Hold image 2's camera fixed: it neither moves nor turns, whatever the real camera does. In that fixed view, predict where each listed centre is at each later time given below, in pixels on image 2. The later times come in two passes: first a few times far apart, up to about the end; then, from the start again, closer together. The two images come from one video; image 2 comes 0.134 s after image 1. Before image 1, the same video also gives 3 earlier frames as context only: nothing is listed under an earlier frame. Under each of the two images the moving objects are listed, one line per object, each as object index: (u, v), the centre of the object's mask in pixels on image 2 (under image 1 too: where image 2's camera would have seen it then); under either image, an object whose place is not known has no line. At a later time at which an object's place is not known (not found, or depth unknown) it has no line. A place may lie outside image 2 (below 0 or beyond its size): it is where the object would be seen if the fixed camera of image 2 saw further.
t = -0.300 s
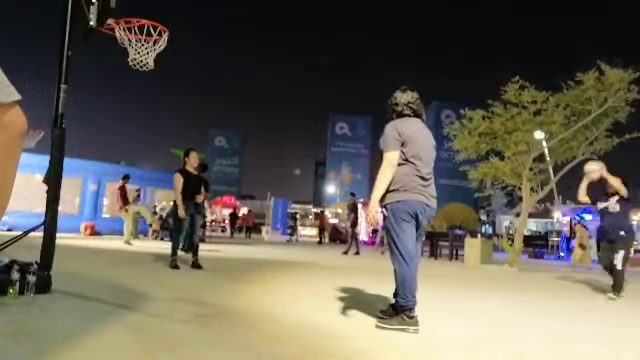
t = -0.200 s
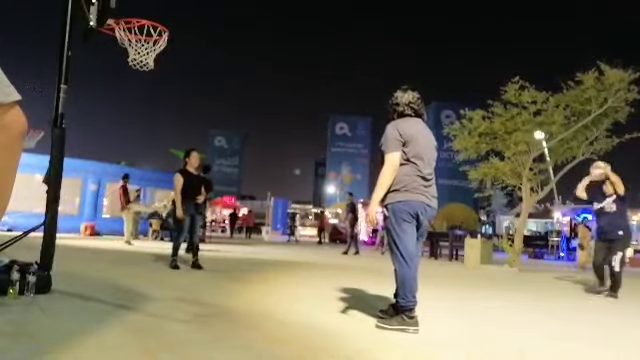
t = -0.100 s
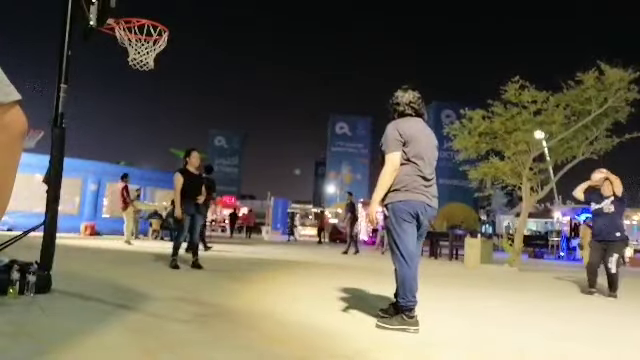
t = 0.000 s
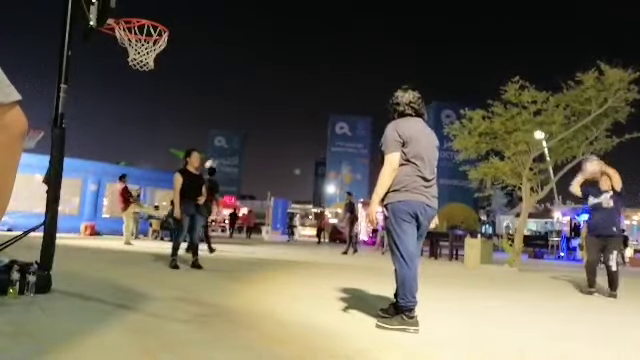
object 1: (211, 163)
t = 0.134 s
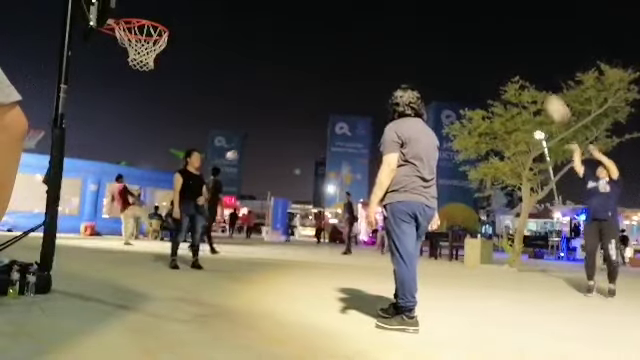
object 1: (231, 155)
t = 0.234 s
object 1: (246, 152)
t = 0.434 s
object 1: (274, 156)
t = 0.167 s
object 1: (237, 154)
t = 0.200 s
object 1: (242, 153)
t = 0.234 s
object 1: (246, 152)
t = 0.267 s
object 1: (251, 152)
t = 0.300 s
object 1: (256, 152)
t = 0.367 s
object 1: (265, 154)
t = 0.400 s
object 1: (270, 155)
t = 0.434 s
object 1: (274, 156)
